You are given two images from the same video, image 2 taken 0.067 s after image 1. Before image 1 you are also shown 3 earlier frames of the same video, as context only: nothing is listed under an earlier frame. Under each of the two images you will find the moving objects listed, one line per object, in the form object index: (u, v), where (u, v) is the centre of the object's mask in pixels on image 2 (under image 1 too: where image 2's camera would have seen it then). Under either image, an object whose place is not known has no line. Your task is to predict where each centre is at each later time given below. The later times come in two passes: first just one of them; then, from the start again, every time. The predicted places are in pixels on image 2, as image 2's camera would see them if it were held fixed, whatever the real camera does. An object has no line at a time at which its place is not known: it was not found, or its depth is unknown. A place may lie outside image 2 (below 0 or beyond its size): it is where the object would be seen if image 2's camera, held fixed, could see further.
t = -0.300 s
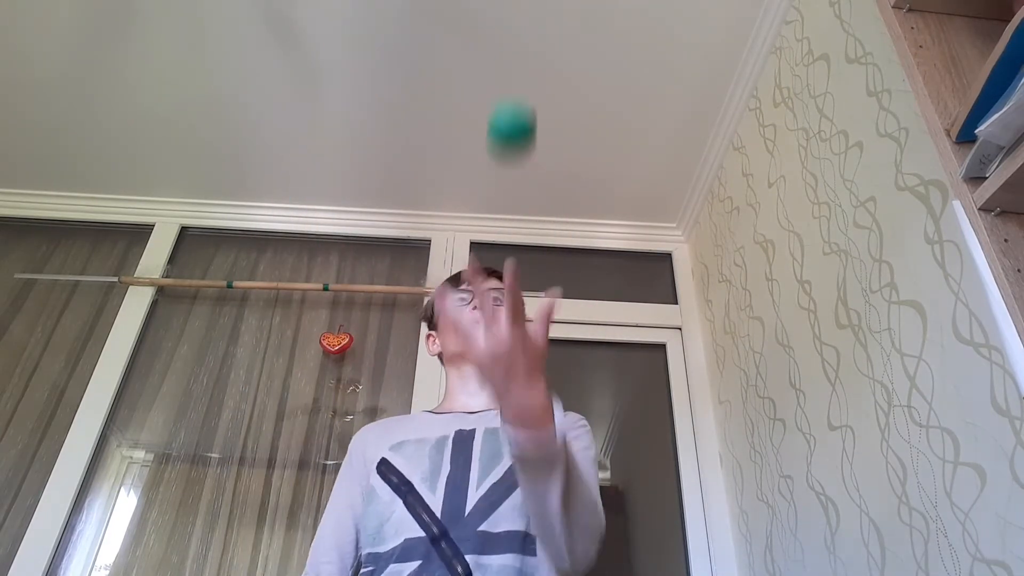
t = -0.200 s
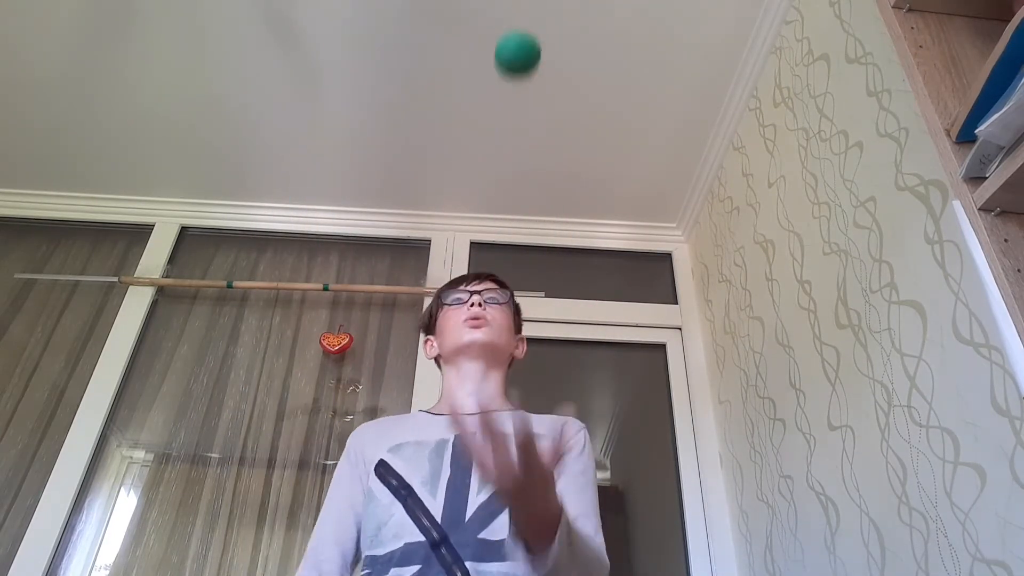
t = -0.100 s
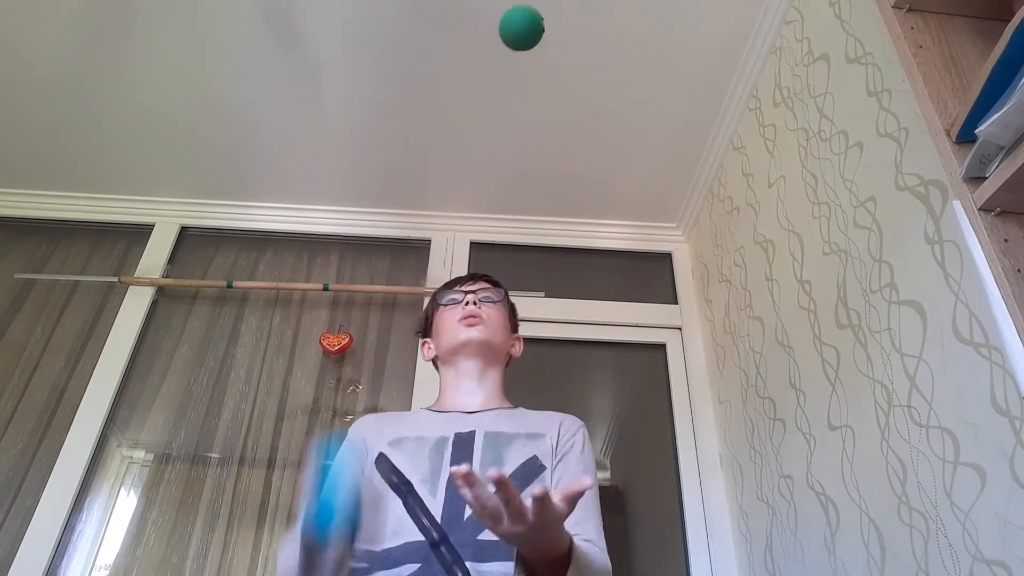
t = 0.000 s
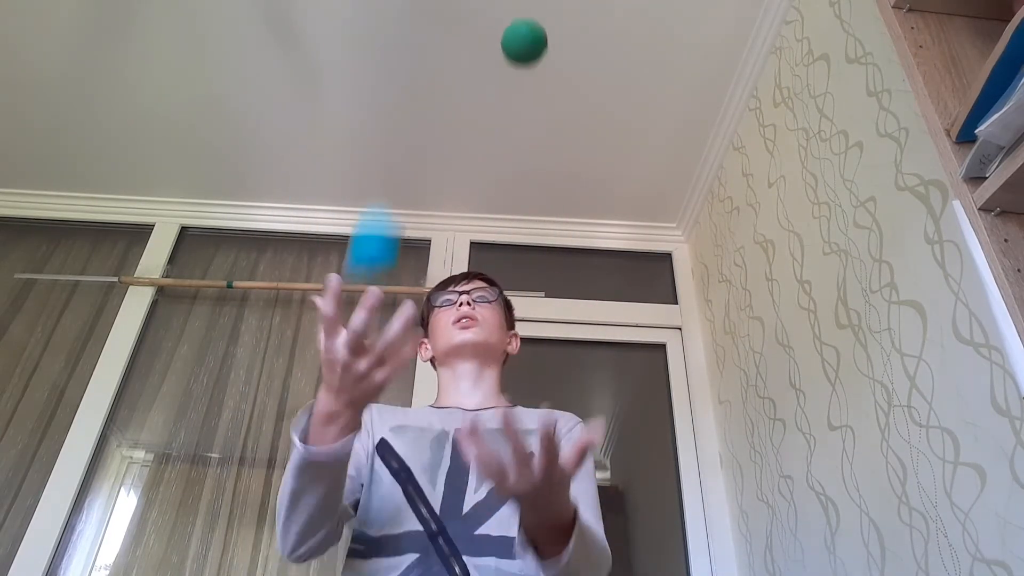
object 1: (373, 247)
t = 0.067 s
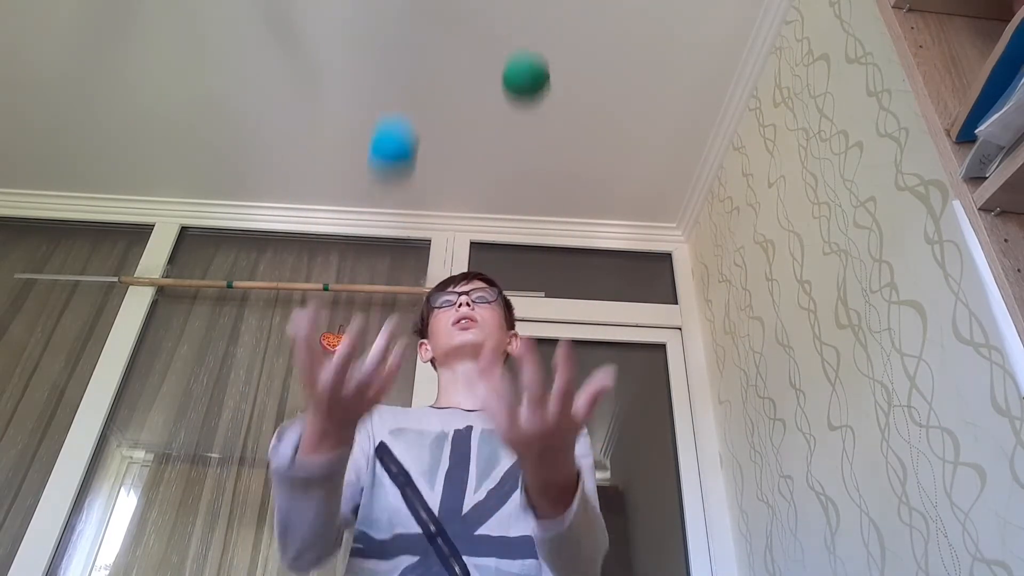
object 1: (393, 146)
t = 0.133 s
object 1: (404, 82)
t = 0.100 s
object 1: (399, 111)
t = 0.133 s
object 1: (404, 82)
